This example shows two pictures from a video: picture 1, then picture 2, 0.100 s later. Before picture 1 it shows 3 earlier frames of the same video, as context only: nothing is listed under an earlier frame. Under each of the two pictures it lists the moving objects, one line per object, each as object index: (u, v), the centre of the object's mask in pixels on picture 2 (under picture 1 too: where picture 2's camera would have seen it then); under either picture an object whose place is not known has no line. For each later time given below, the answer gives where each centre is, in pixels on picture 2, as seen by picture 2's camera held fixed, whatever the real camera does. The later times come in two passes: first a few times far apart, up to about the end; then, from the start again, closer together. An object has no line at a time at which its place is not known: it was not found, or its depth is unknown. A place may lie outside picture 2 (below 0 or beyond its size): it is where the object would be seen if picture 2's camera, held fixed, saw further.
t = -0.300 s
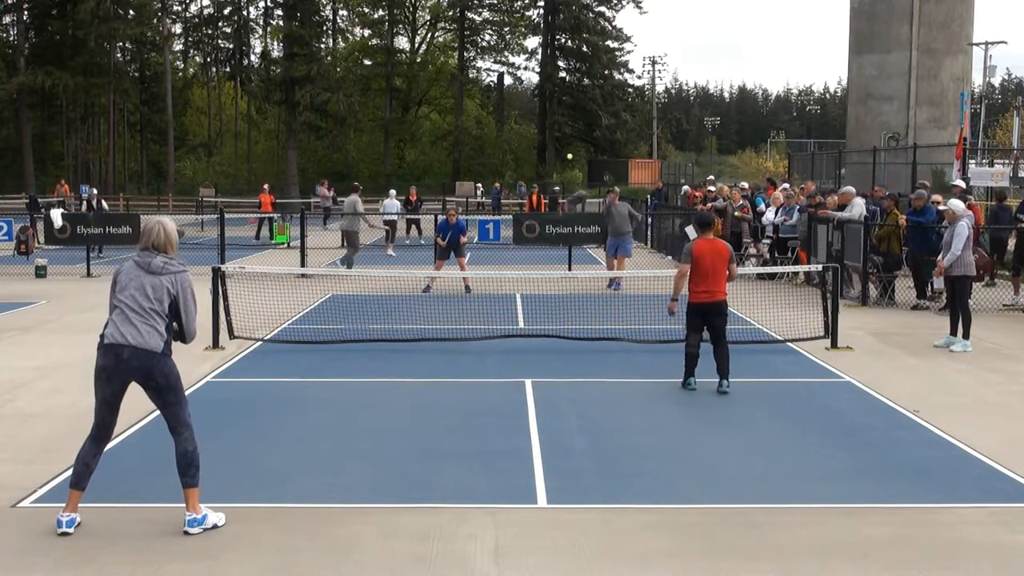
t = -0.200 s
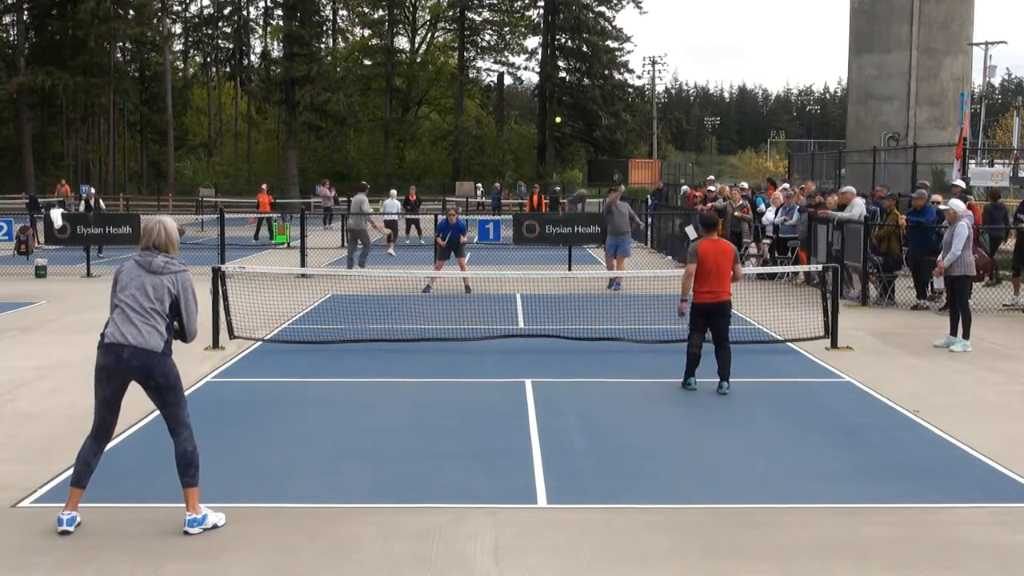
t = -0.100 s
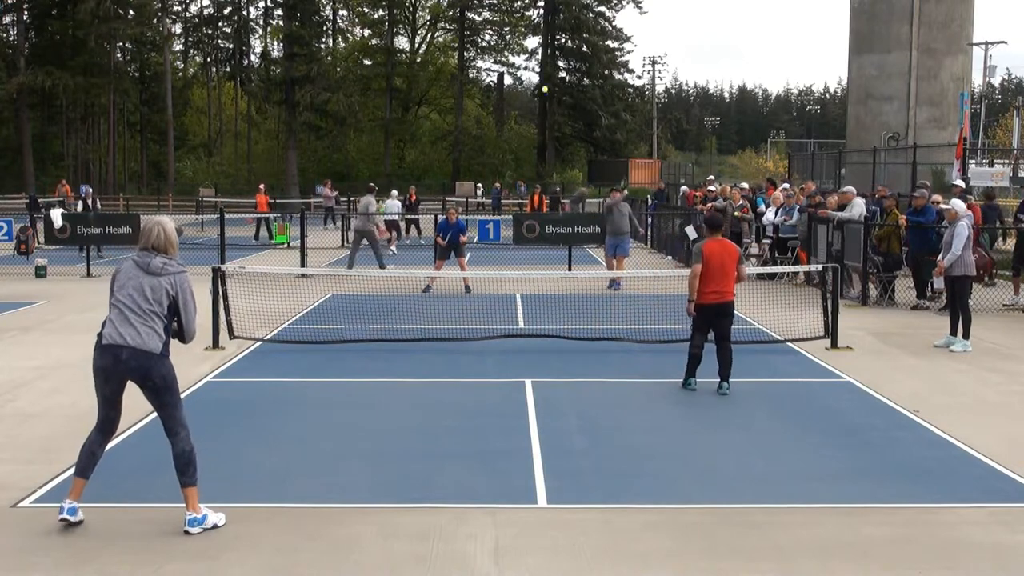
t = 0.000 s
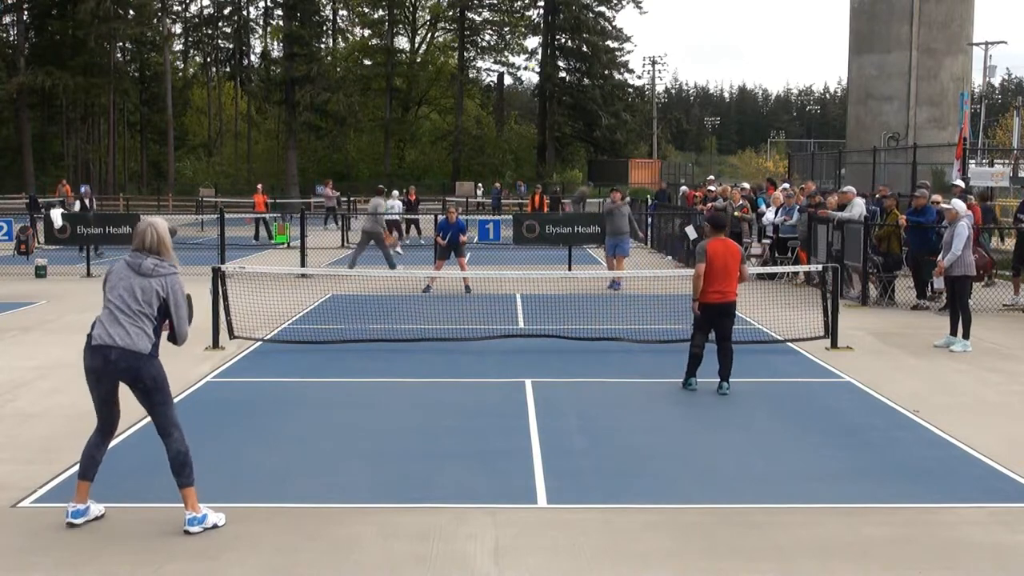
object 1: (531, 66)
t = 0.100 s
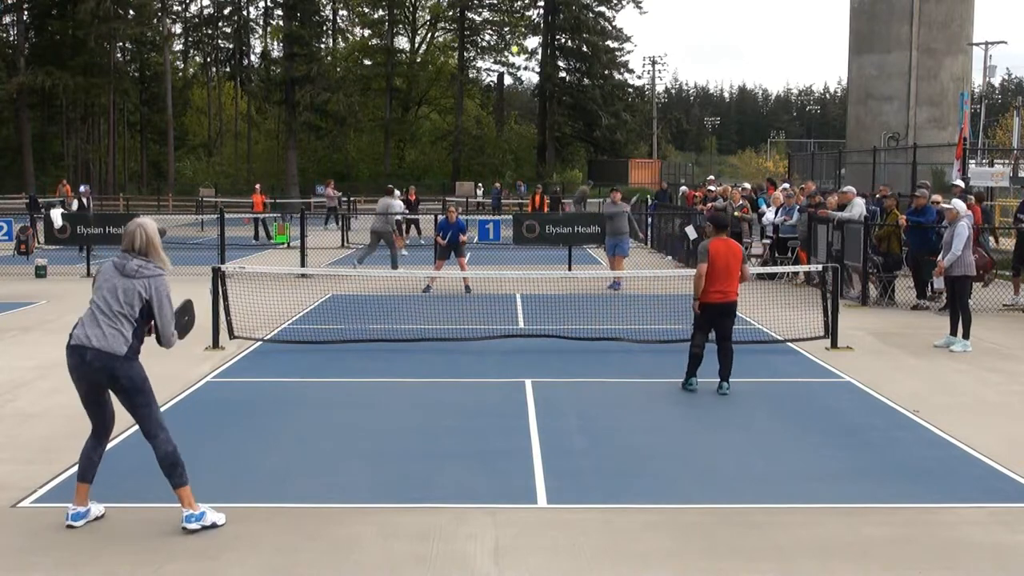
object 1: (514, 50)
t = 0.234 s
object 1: (490, 42)
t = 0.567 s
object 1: (413, 114)
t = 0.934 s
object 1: (300, 406)
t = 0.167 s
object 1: (502, 44)
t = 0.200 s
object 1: (496, 42)
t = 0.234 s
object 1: (490, 42)
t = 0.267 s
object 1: (483, 43)
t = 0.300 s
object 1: (476, 45)
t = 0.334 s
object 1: (469, 48)
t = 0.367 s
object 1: (462, 53)
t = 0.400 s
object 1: (454, 59)
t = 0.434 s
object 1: (446, 67)
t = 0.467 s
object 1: (438, 76)
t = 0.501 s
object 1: (430, 87)
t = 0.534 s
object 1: (422, 99)
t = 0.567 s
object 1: (413, 114)
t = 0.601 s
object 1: (404, 130)
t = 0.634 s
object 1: (395, 148)
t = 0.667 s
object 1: (385, 168)
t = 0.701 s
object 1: (376, 190)
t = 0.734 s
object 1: (365, 214)
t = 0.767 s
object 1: (355, 240)
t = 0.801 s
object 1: (345, 268)
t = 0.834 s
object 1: (334, 299)
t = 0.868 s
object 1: (323, 333)
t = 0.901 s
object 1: (312, 368)
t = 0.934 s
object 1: (300, 406)
